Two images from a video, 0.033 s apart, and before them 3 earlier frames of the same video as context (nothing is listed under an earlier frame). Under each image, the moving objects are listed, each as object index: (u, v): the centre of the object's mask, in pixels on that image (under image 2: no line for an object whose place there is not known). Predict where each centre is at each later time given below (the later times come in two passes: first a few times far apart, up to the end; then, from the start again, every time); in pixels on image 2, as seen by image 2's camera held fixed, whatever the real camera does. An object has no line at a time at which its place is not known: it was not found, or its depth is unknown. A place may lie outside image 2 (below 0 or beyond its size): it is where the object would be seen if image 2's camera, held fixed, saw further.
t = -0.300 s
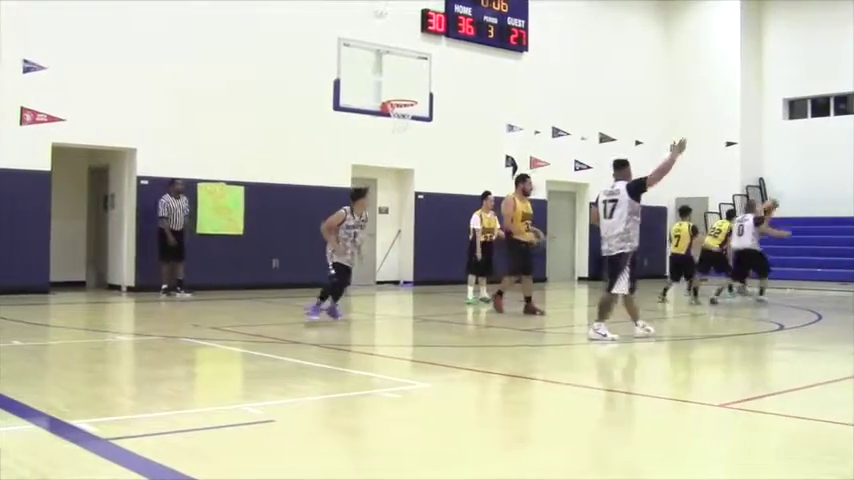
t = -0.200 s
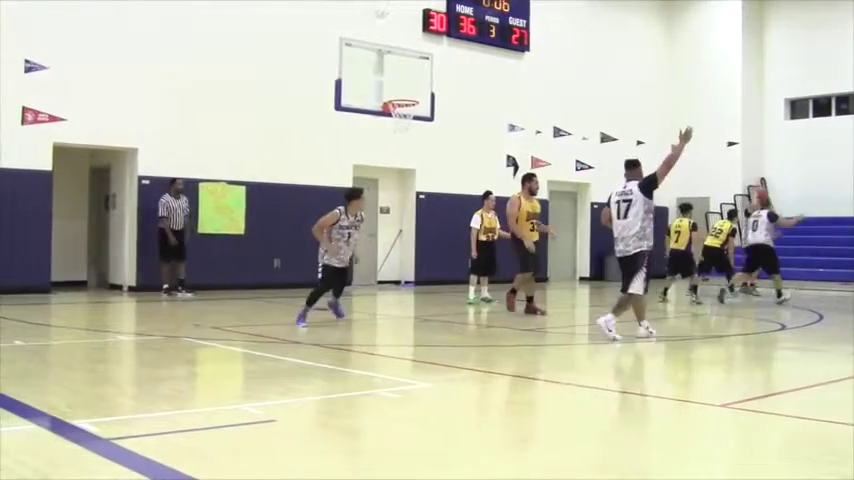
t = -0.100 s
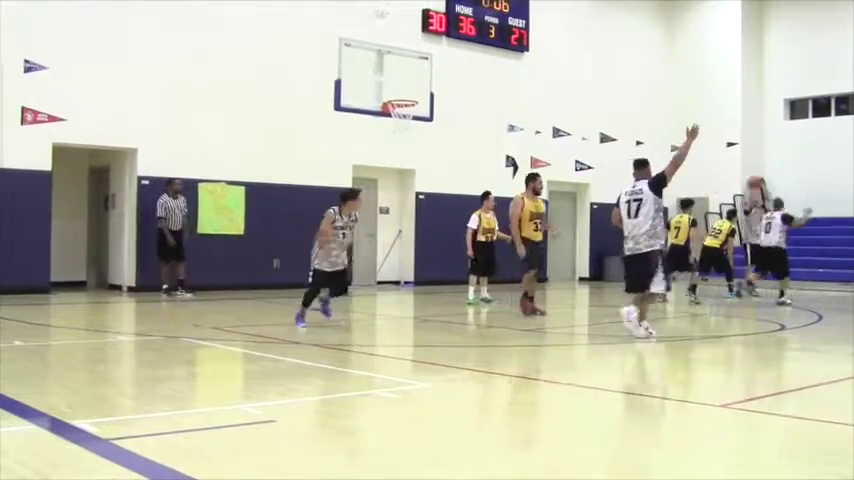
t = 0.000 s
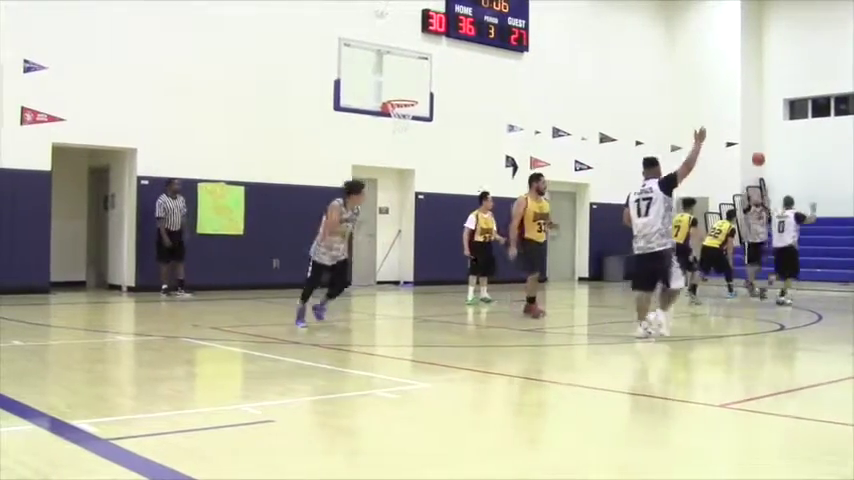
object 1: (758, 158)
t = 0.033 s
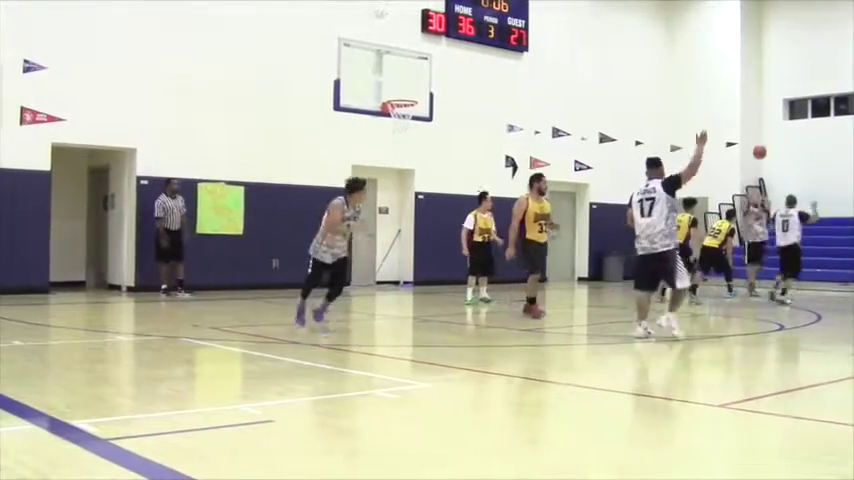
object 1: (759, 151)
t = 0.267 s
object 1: (772, 116)
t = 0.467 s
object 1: (787, 110)
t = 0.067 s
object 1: (761, 145)
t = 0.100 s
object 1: (763, 139)
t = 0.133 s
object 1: (764, 132)
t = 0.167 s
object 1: (766, 128)
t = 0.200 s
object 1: (768, 124)
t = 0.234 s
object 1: (770, 120)
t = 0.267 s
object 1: (772, 116)
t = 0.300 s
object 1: (775, 113)
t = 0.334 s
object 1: (777, 111)
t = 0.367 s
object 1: (780, 110)
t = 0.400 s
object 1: (781, 109)
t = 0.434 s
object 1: (783, 109)
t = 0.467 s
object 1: (787, 110)
